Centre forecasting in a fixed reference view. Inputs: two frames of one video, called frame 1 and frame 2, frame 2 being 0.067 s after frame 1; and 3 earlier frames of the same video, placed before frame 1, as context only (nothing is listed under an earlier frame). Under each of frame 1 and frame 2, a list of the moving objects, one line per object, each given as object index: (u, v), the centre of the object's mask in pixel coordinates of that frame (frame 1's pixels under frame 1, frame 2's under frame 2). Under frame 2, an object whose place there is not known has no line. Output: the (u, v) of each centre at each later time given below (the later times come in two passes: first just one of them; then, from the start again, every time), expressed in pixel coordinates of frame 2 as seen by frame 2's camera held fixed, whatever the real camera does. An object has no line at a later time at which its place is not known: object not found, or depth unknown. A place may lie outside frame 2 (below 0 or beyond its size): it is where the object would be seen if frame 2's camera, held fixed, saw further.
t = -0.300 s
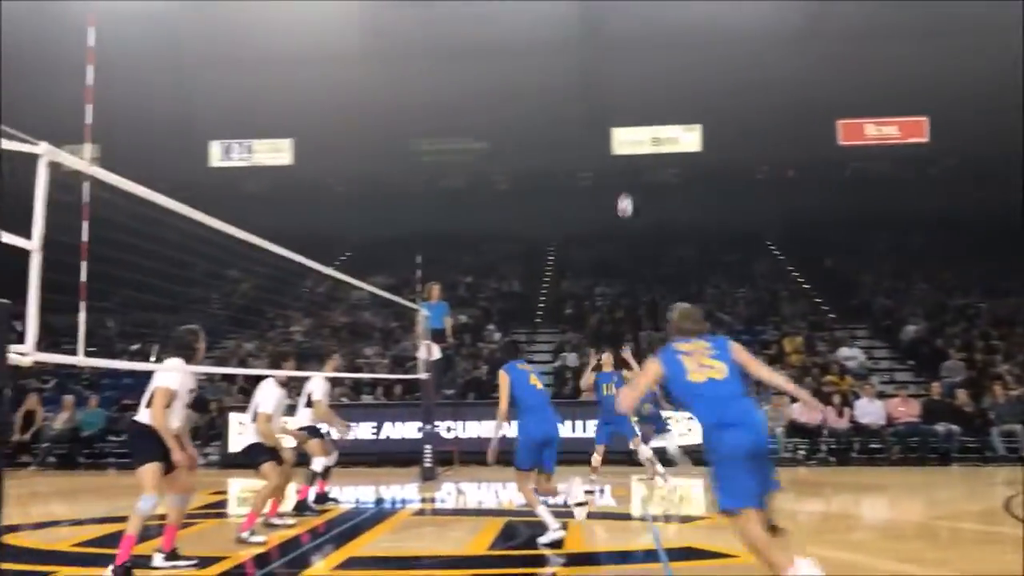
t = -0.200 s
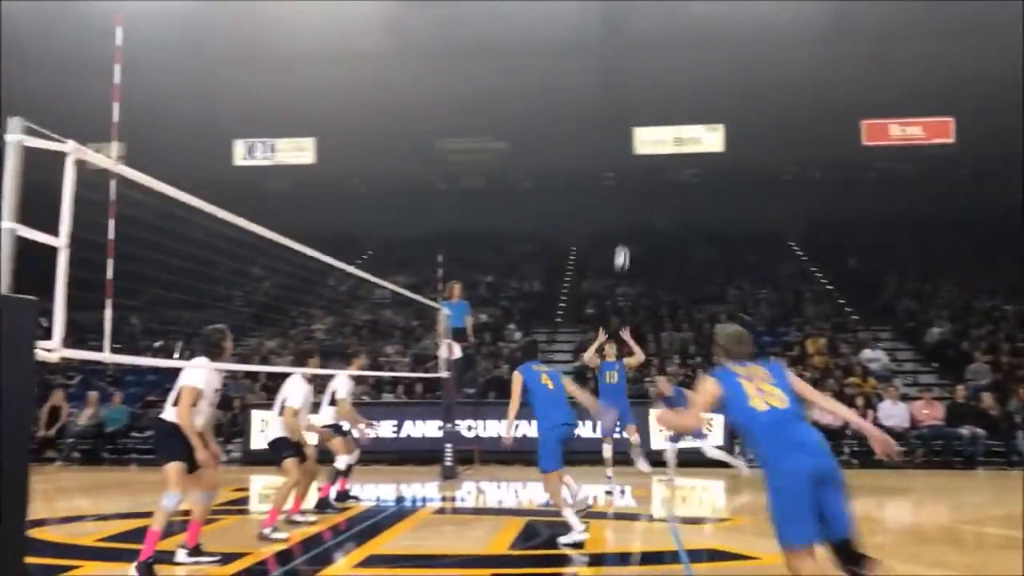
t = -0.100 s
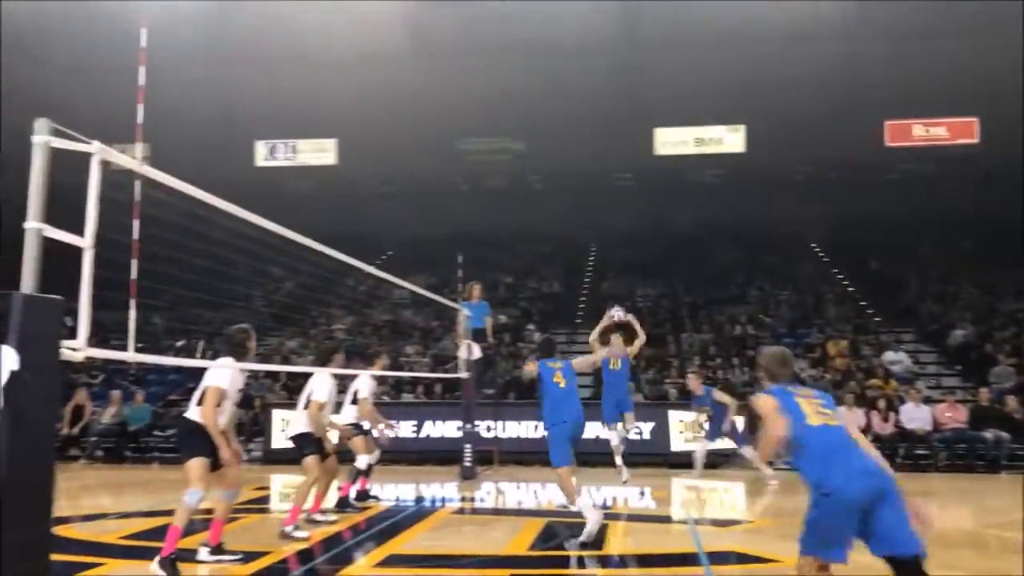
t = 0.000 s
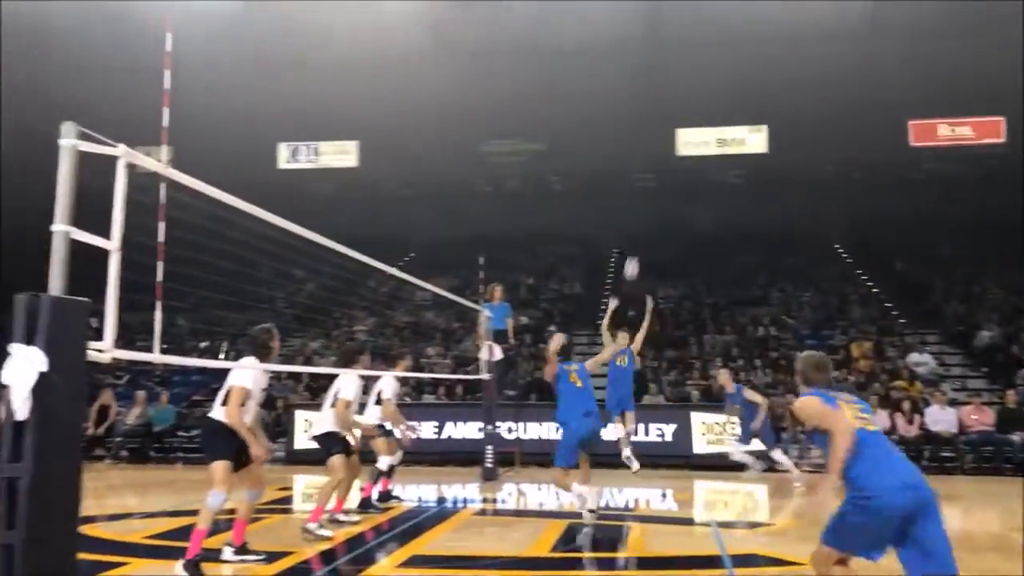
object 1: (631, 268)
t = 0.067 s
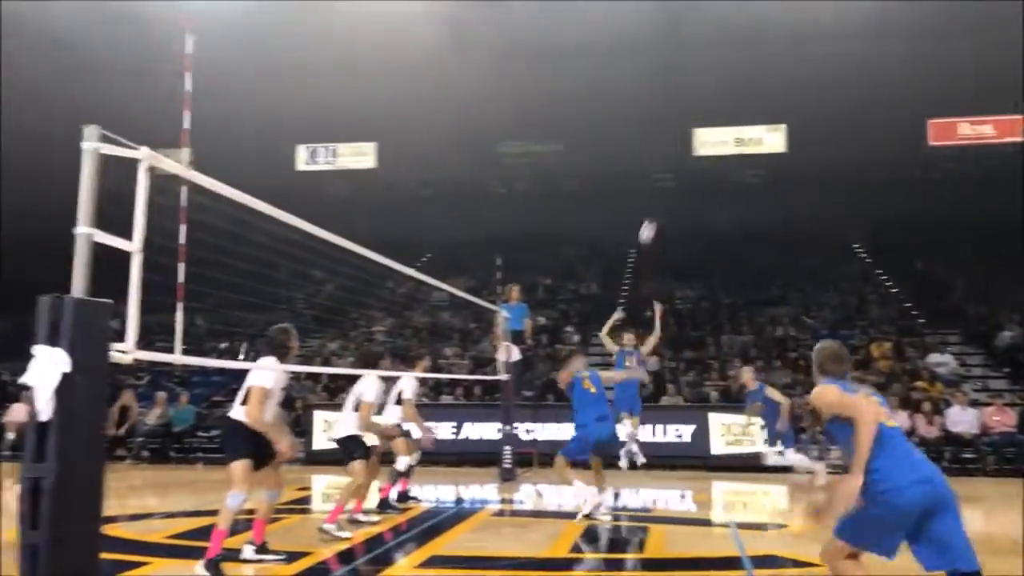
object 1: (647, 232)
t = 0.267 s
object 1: (655, 142)
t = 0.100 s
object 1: (649, 214)
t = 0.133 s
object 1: (650, 199)
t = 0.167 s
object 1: (651, 183)
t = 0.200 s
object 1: (653, 168)
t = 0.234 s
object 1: (652, 155)
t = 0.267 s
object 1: (655, 142)
